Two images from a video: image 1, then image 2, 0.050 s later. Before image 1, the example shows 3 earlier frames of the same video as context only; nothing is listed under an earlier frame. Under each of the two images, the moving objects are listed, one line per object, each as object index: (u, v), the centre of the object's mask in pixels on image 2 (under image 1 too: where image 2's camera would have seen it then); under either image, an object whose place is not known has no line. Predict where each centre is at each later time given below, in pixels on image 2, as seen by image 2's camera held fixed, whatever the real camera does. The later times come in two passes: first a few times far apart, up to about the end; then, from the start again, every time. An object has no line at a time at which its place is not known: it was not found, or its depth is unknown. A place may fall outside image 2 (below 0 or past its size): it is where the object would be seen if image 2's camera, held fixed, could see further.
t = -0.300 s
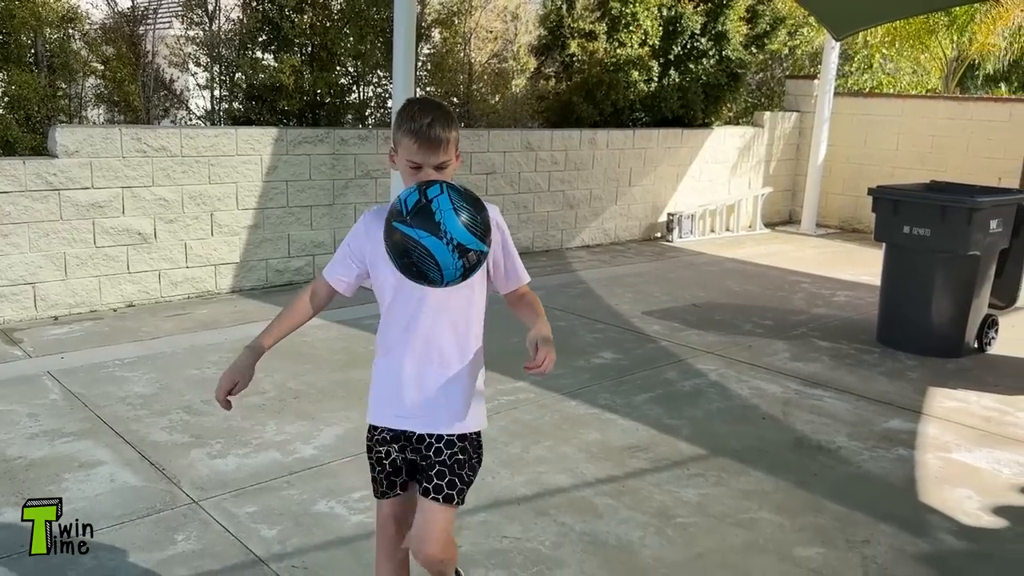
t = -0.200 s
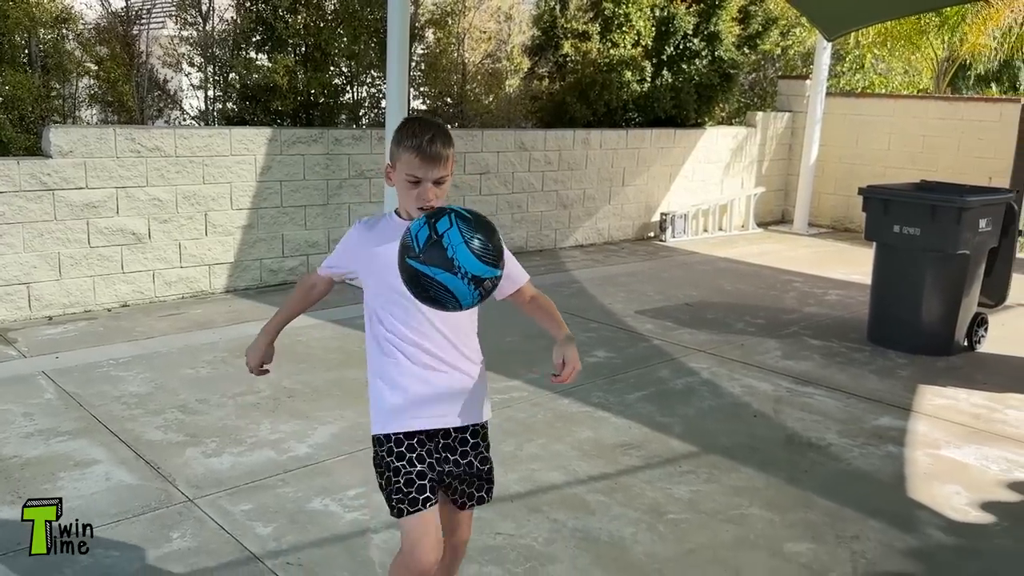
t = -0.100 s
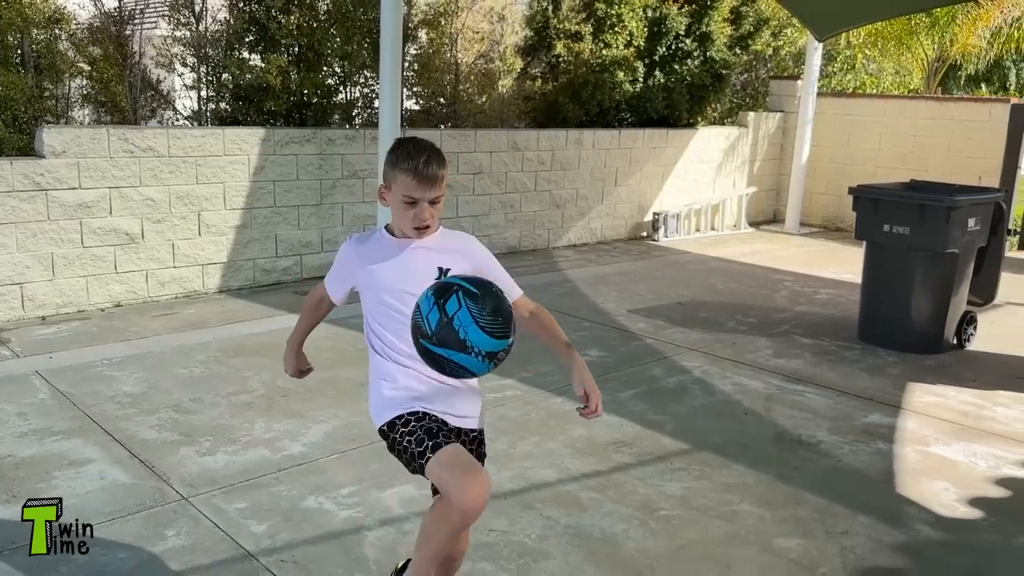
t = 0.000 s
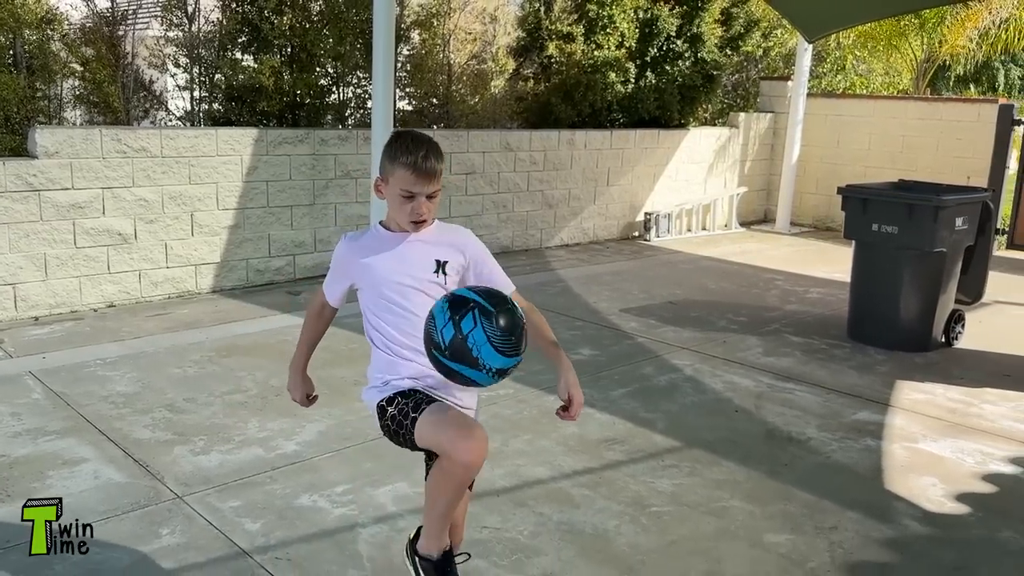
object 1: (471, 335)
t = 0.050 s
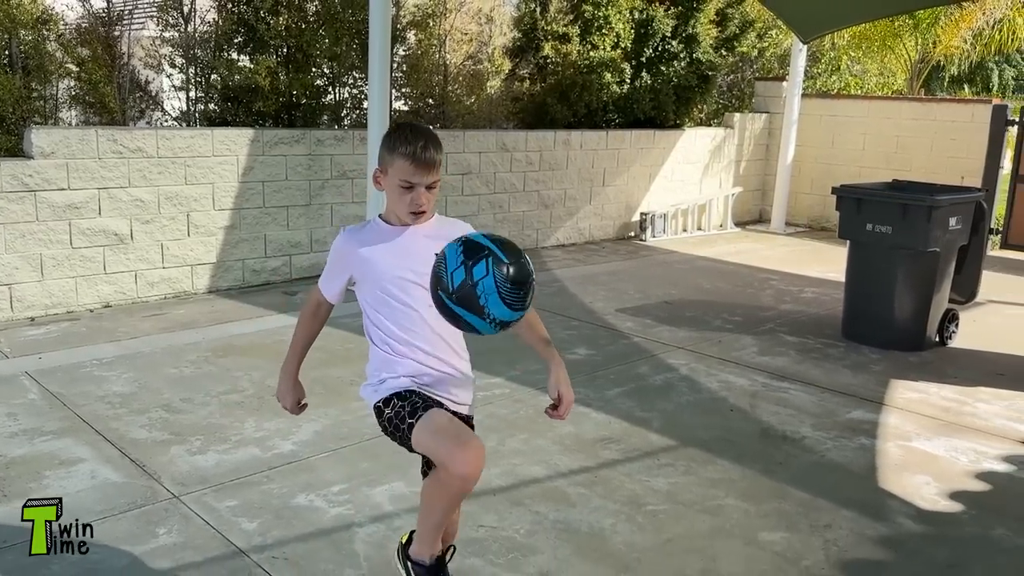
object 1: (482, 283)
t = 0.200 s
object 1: (513, 188)
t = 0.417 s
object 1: (553, 228)
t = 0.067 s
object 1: (486, 268)
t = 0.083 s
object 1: (489, 254)
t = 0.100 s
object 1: (492, 241)
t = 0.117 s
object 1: (496, 229)
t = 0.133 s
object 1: (500, 219)
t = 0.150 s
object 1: (503, 209)
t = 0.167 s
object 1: (506, 201)
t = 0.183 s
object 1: (510, 194)
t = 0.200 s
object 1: (513, 188)
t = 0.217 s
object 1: (517, 183)
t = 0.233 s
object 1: (521, 180)
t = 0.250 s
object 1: (524, 178)
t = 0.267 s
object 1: (528, 177)
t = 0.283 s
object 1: (531, 178)
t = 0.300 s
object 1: (534, 180)
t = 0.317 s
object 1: (537, 182)
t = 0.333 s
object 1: (540, 187)
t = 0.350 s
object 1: (543, 193)
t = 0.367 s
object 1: (546, 199)
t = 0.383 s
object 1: (549, 207)
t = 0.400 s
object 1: (551, 217)
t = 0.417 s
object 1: (553, 228)
